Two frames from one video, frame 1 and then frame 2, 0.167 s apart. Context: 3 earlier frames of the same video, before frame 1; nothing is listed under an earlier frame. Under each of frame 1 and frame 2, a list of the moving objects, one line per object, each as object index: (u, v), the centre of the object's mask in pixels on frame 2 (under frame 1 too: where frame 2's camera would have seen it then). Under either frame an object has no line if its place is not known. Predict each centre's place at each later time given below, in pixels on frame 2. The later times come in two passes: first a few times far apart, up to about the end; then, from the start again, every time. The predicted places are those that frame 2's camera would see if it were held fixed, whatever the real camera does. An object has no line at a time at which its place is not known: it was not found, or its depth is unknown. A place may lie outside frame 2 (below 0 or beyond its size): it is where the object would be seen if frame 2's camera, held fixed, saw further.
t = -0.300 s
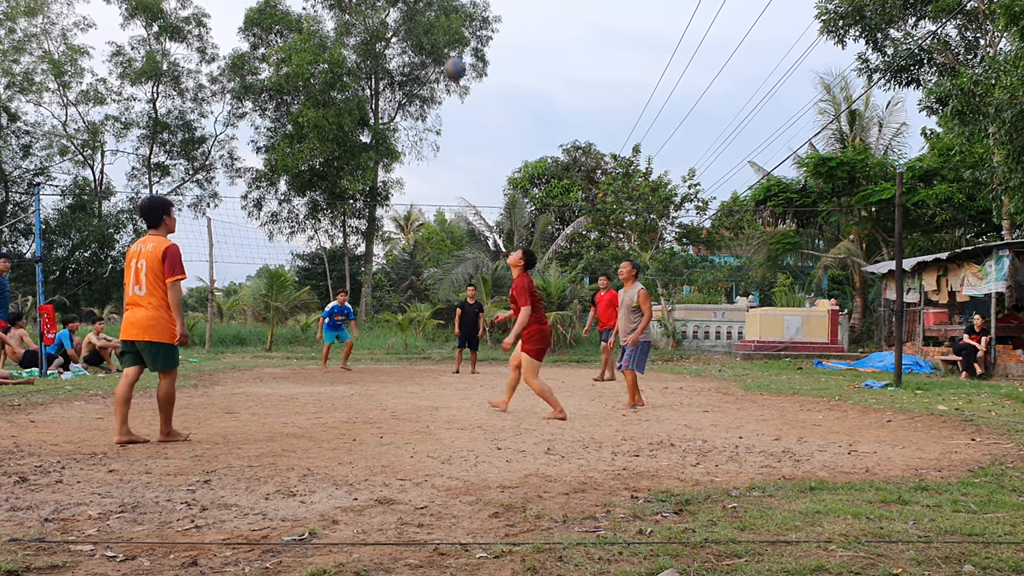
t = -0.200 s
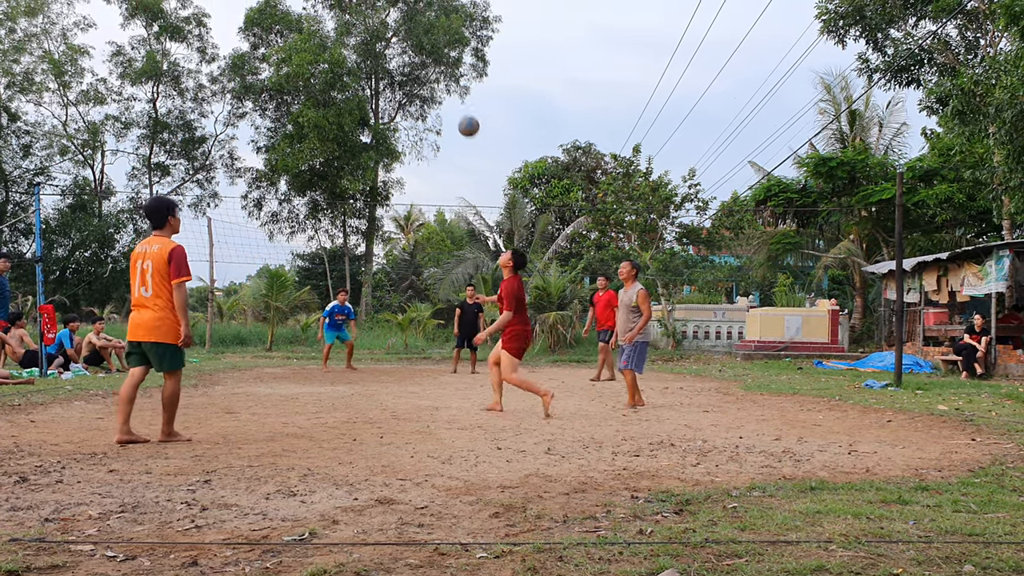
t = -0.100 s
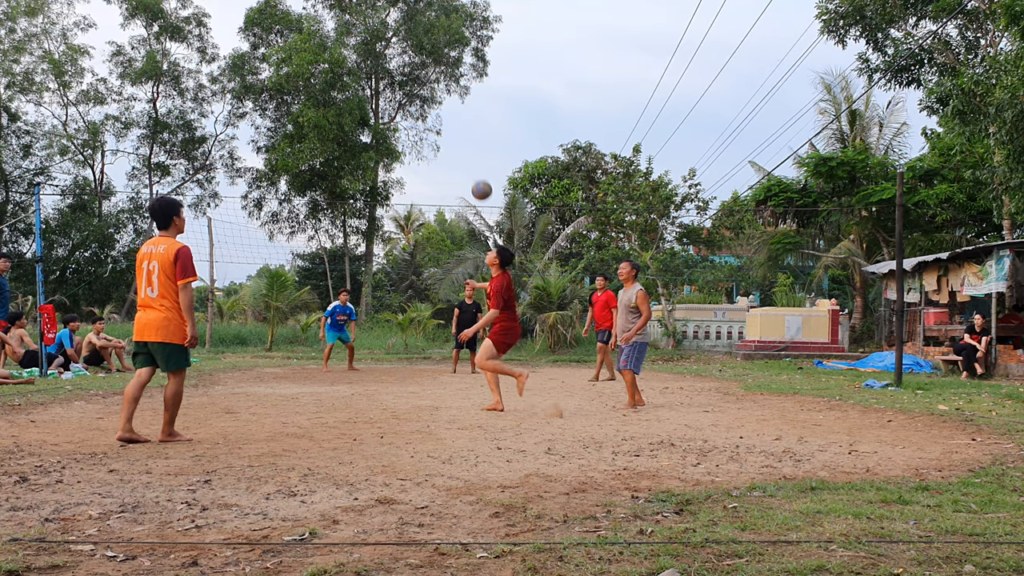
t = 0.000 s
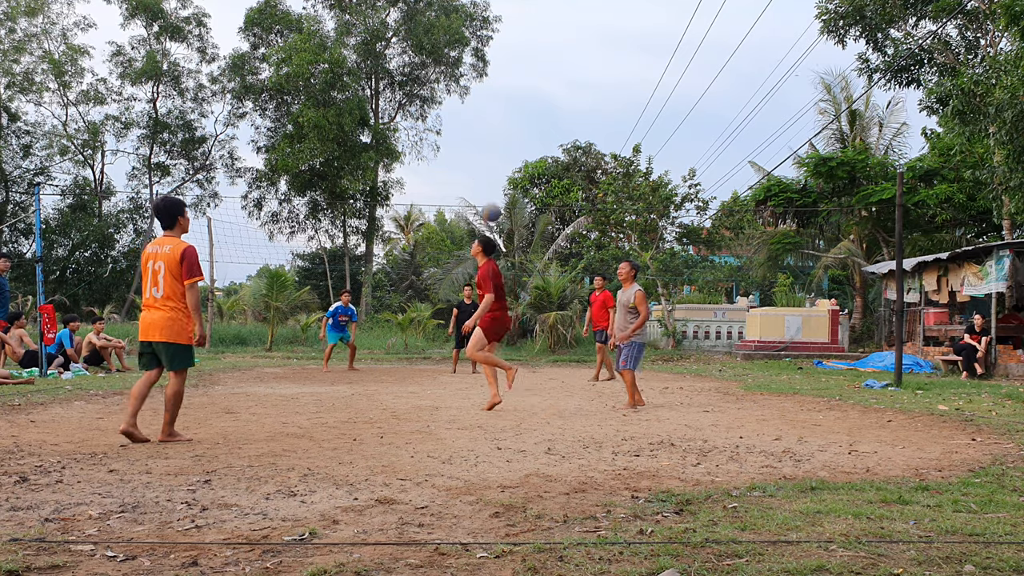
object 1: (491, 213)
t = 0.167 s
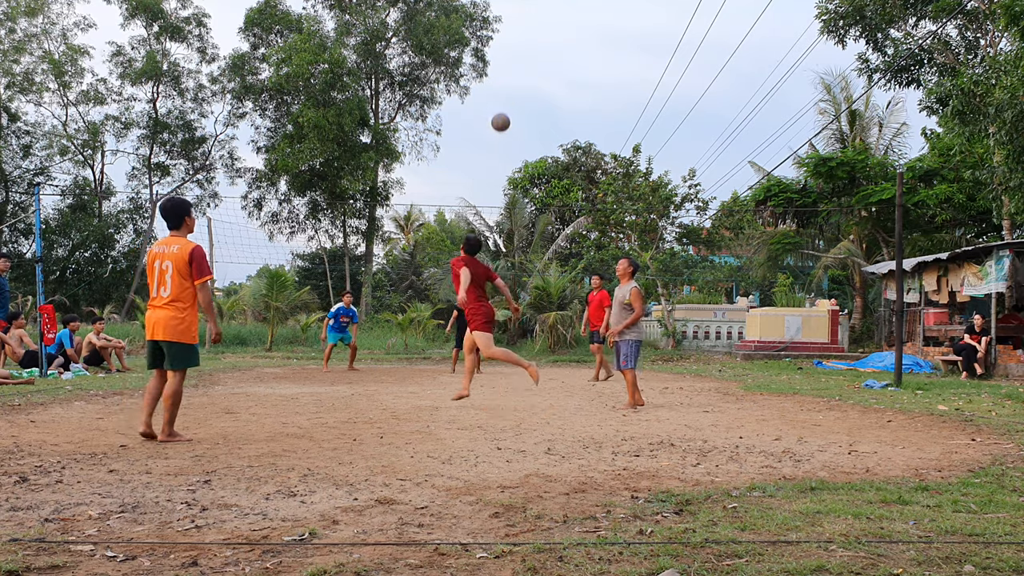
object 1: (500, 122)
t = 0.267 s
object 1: (505, 85)
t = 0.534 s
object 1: (516, 44)
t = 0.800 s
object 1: (525, 61)
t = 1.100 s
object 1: (532, 134)
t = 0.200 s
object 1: (502, 108)
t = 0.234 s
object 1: (504, 97)
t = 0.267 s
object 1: (505, 85)
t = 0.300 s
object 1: (507, 76)
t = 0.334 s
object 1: (508, 68)
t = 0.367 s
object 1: (509, 61)
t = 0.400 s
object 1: (511, 55)
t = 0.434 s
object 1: (512, 51)
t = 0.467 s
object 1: (514, 47)
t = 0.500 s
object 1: (515, 45)
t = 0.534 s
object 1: (516, 44)
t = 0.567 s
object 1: (517, 43)
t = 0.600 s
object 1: (518, 43)
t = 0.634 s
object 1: (519, 44)
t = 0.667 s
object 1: (520, 46)
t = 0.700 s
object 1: (521, 48)
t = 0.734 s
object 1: (523, 52)
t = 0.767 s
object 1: (523, 56)
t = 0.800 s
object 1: (525, 61)
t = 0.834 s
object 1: (526, 66)
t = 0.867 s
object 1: (527, 73)
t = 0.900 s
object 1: (527, 80)
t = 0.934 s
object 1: (528, 88)
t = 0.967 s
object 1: (529, 96)
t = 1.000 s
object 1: (529, 104)
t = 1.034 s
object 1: (530, 113)
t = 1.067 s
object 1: (531, 124)
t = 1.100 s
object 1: (532, 134)
